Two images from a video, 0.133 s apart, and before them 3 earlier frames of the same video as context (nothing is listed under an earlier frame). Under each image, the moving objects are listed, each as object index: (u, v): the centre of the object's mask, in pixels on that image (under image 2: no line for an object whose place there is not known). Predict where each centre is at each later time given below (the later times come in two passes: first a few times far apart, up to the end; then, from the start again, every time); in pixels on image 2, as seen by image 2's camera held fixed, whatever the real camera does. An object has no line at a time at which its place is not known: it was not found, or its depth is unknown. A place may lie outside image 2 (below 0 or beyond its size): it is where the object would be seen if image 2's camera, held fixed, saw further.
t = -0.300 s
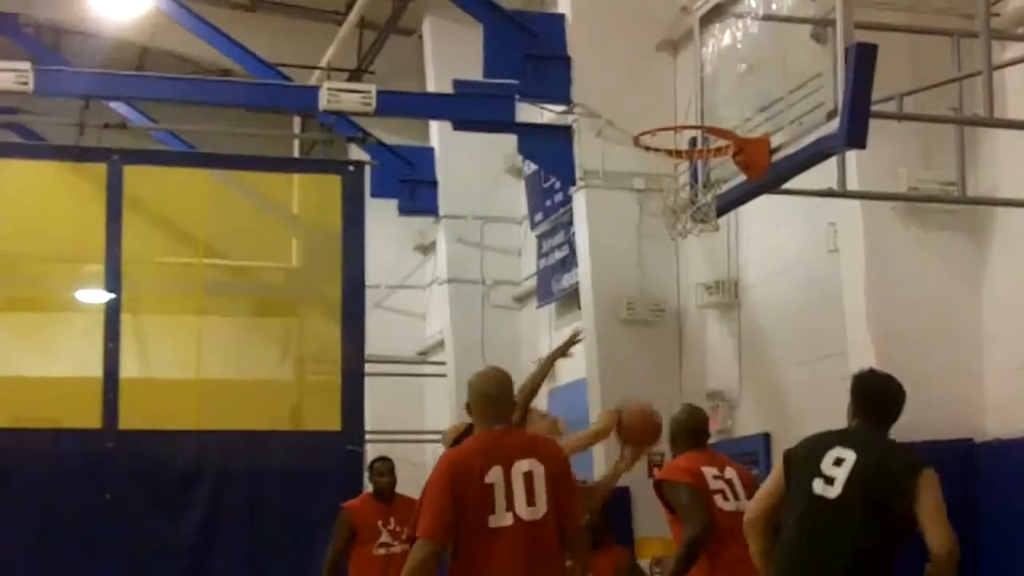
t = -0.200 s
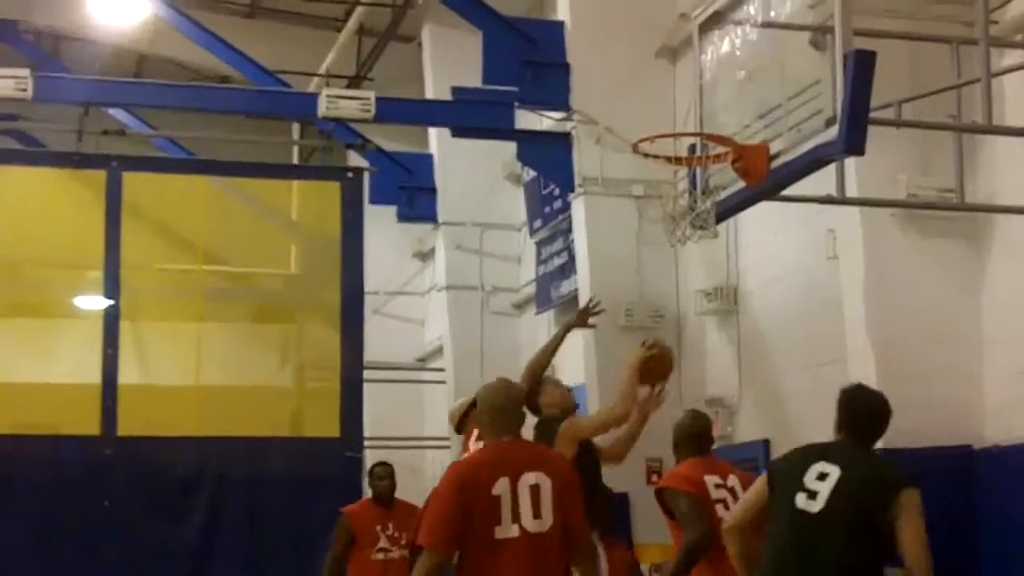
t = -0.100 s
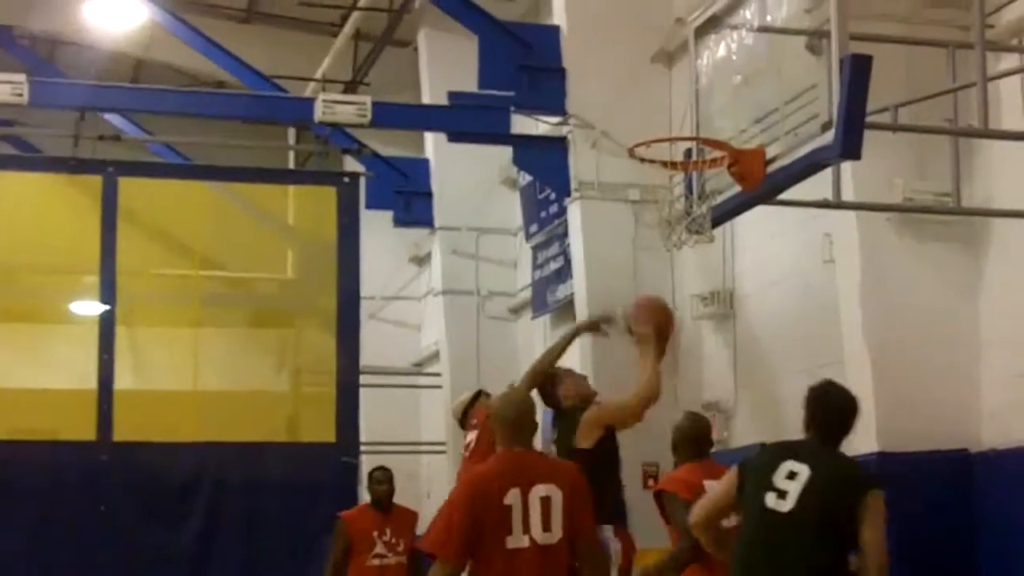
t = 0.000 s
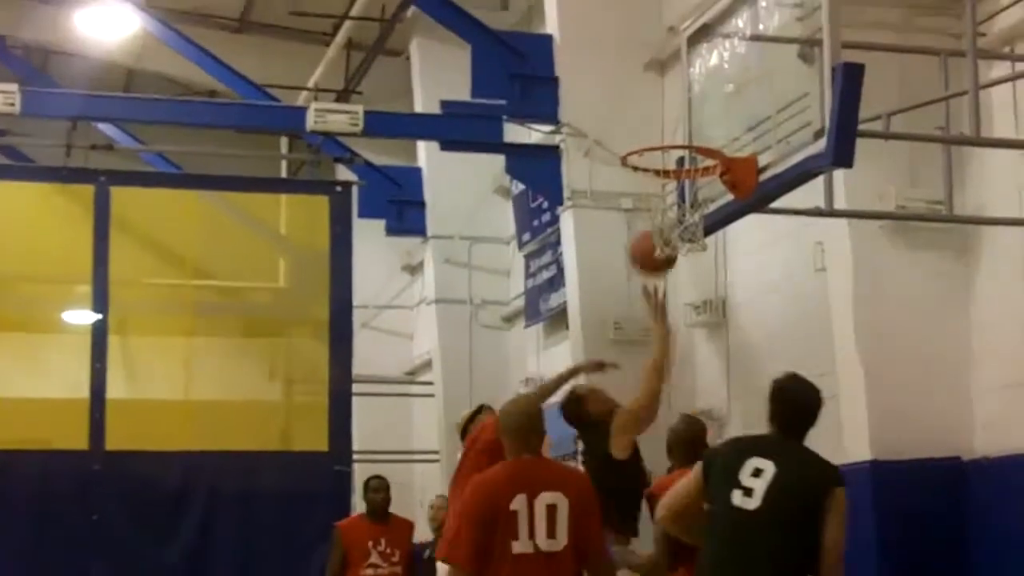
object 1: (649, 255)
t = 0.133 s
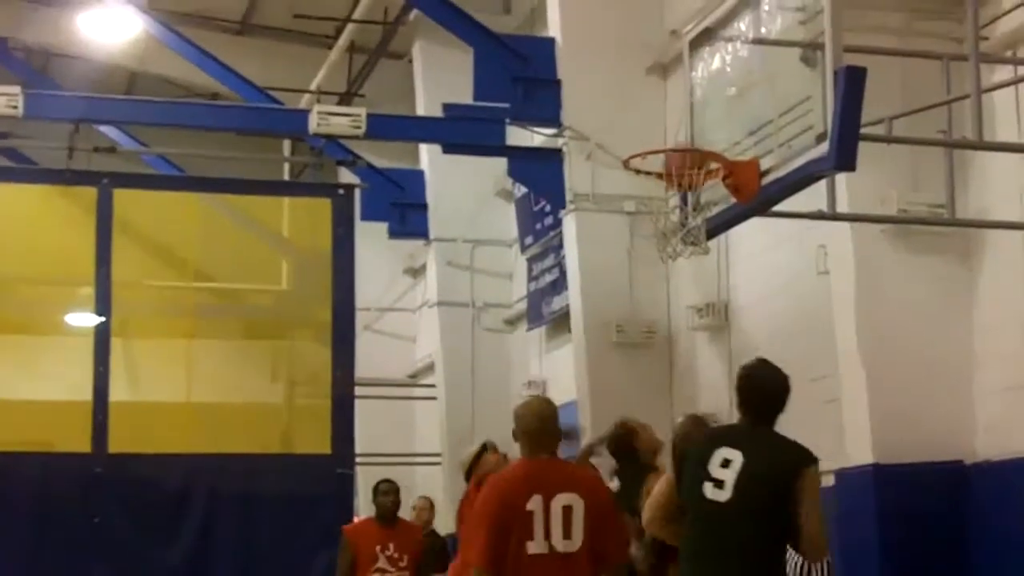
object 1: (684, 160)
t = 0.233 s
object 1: (708, 124)
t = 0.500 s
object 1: (691, 144)
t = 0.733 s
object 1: (664, 210)
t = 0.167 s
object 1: (693, 148)
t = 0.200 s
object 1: (700, 135)
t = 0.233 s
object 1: (708, 124)
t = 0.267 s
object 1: (714, 115)
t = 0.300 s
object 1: (711, 114)
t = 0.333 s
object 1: (708, 115)
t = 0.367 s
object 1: (705, 118)
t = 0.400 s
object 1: (702, 124)
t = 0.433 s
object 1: (699, 130)
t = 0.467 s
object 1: (697, 135)
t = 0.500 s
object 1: (691, 144)
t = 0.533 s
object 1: (685, 148)
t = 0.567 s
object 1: (683, 157)
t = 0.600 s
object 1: (679, 165)
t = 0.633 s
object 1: (676, 174)
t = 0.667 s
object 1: (672, 185)
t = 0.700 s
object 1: (667, 198)
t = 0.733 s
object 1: (664, 210)
